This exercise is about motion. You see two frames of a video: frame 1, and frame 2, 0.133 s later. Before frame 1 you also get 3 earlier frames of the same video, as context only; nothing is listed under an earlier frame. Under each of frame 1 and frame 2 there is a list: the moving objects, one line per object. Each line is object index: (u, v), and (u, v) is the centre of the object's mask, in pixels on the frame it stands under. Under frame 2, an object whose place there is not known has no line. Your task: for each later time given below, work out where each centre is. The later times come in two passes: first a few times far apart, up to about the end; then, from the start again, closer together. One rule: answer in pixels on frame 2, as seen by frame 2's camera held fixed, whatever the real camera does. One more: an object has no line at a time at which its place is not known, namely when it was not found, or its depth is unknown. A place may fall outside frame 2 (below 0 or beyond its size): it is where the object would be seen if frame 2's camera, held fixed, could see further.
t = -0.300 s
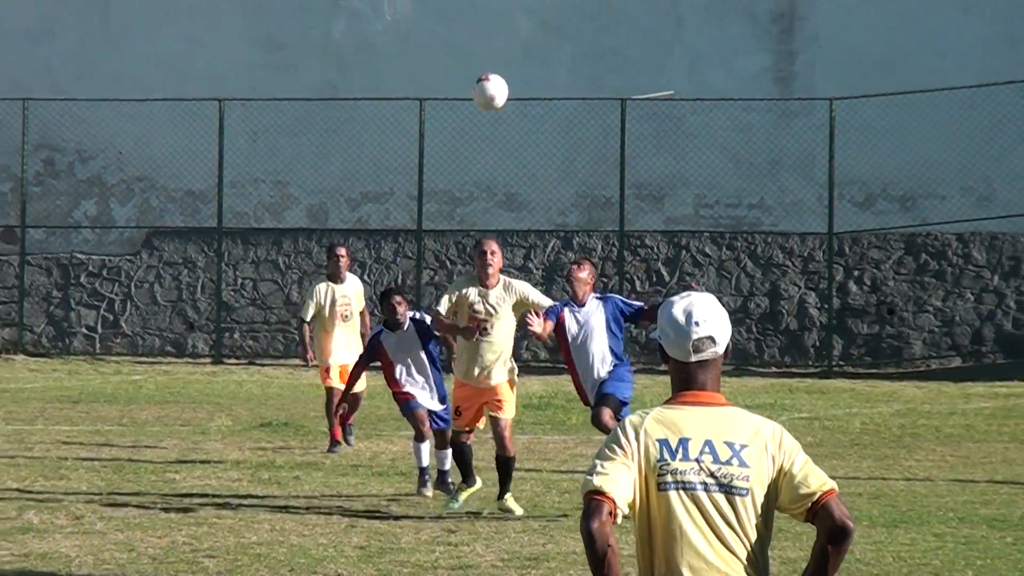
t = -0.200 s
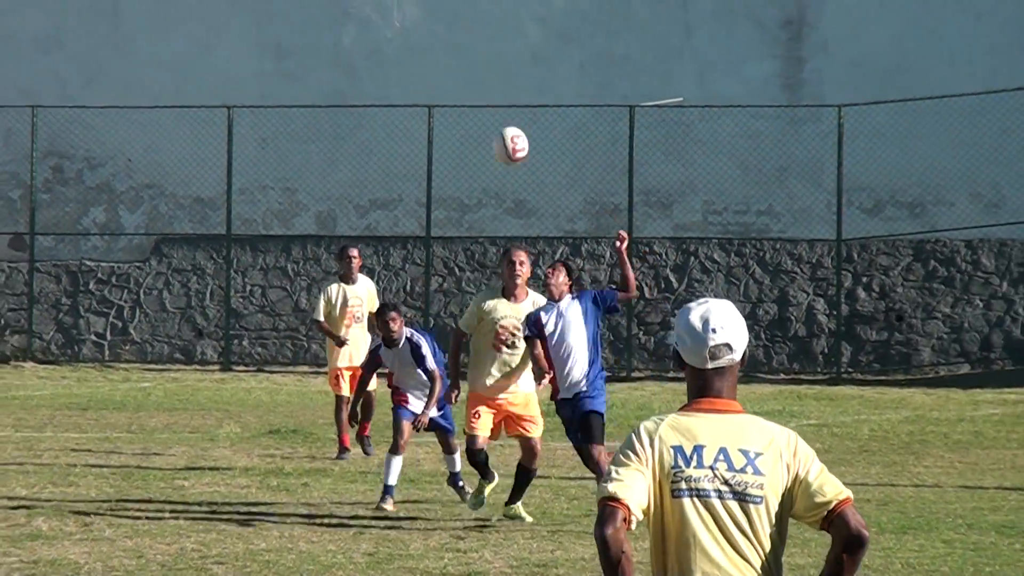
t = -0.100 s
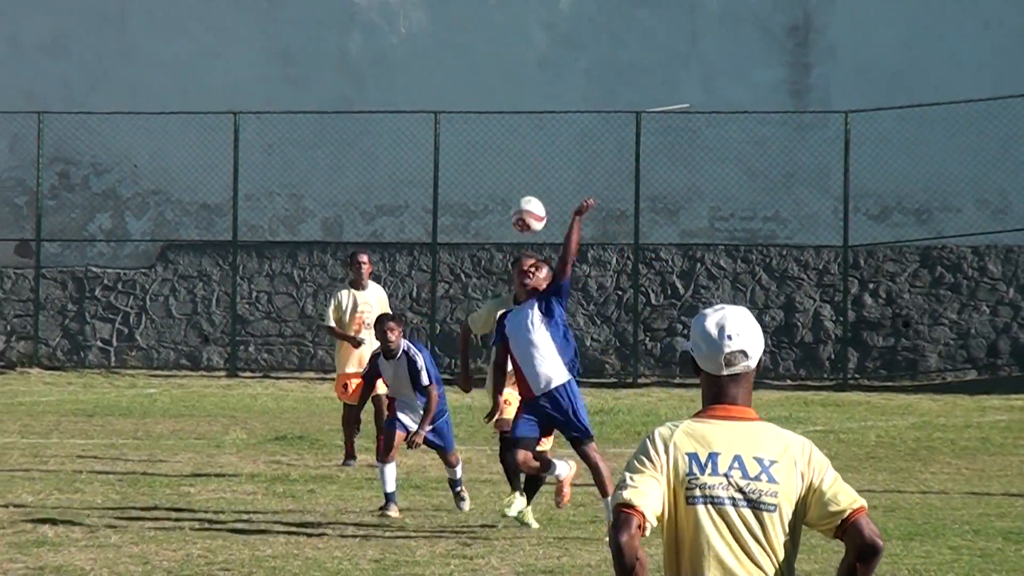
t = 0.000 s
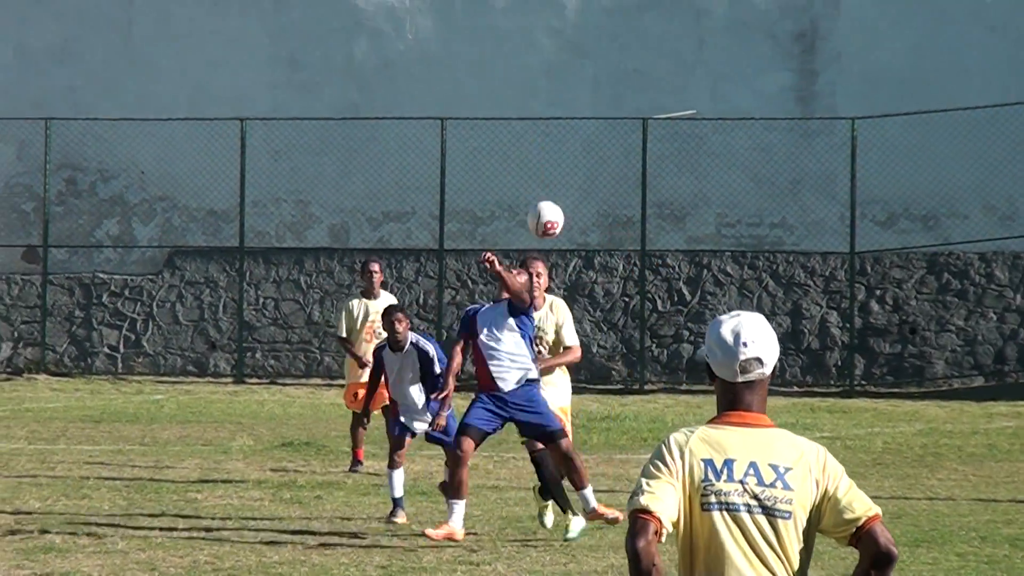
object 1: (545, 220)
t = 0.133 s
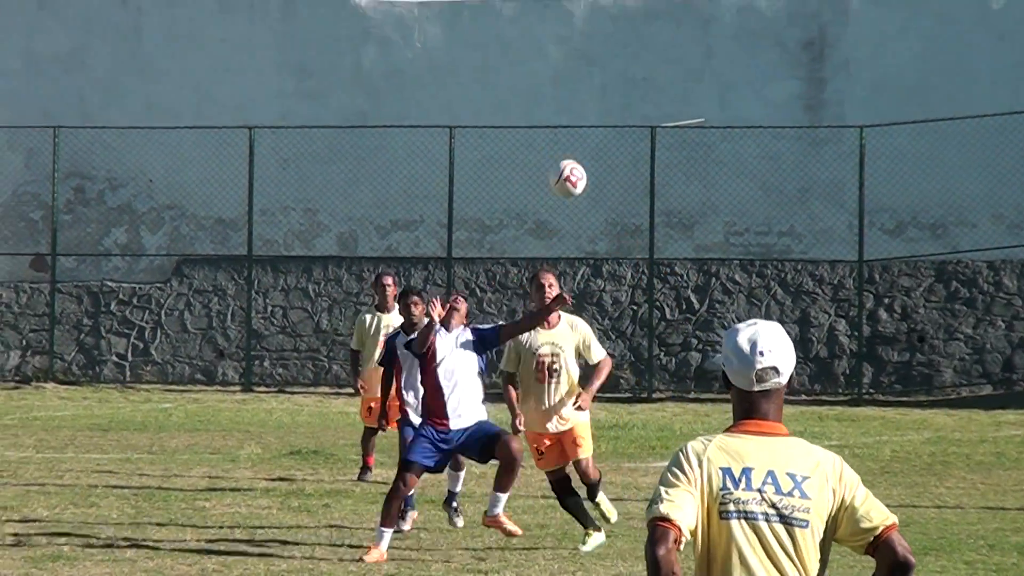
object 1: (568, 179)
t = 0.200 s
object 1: (576, 167)
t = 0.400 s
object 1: (598, 172)
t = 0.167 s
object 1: (574, 172)
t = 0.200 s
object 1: (576, 167)
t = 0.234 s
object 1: (578, 163)
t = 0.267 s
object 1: (581, 162)
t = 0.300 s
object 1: (585, 160)
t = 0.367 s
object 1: (594, 166)
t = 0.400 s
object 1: (598, 172)
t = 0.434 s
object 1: (603, 179)
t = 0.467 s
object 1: (607, 189)
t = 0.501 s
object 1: (610, 199)
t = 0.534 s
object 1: (613, 213)
